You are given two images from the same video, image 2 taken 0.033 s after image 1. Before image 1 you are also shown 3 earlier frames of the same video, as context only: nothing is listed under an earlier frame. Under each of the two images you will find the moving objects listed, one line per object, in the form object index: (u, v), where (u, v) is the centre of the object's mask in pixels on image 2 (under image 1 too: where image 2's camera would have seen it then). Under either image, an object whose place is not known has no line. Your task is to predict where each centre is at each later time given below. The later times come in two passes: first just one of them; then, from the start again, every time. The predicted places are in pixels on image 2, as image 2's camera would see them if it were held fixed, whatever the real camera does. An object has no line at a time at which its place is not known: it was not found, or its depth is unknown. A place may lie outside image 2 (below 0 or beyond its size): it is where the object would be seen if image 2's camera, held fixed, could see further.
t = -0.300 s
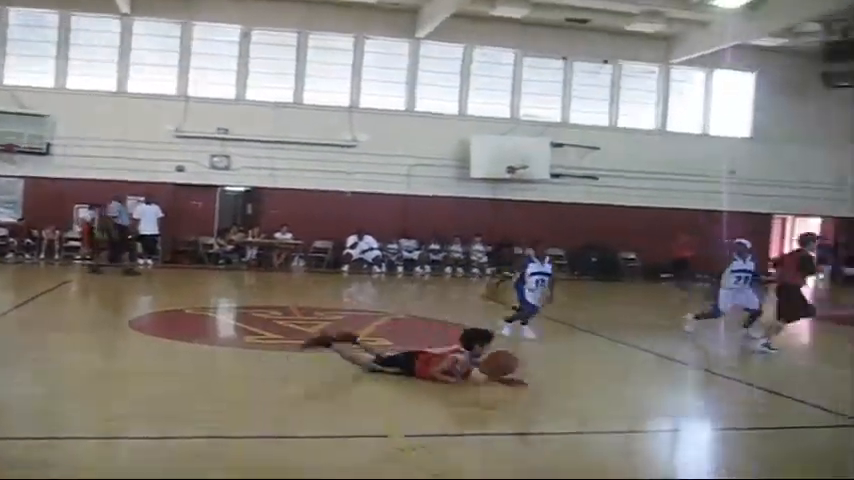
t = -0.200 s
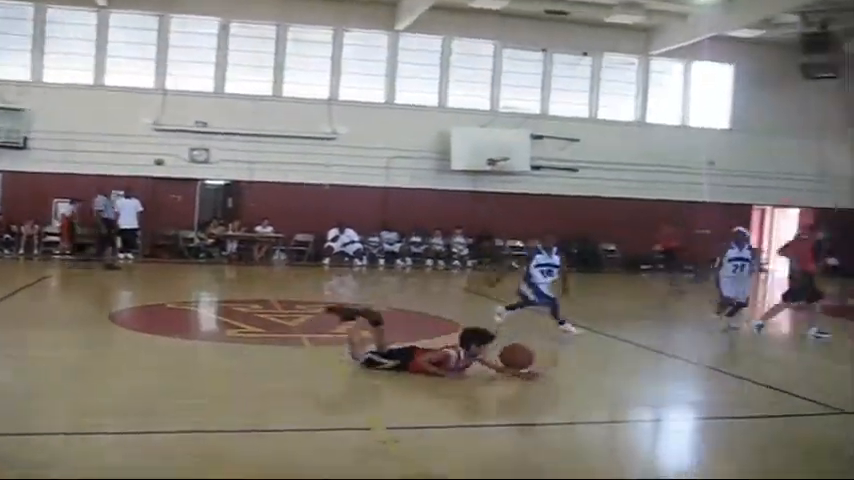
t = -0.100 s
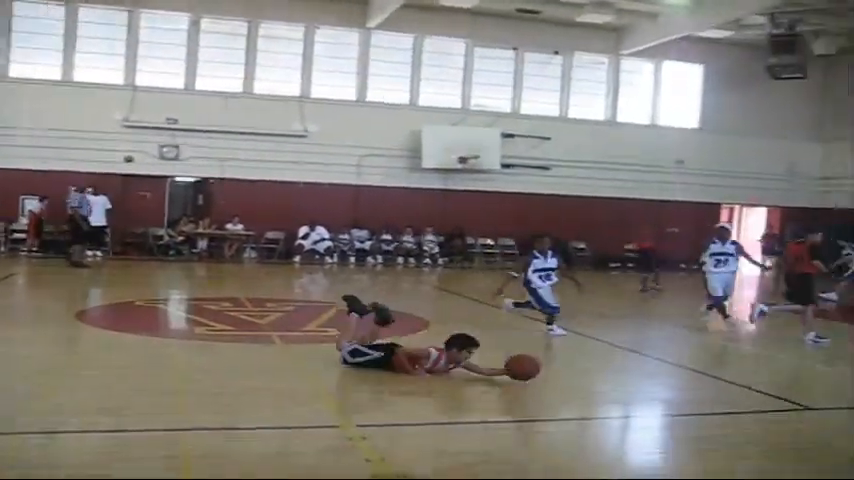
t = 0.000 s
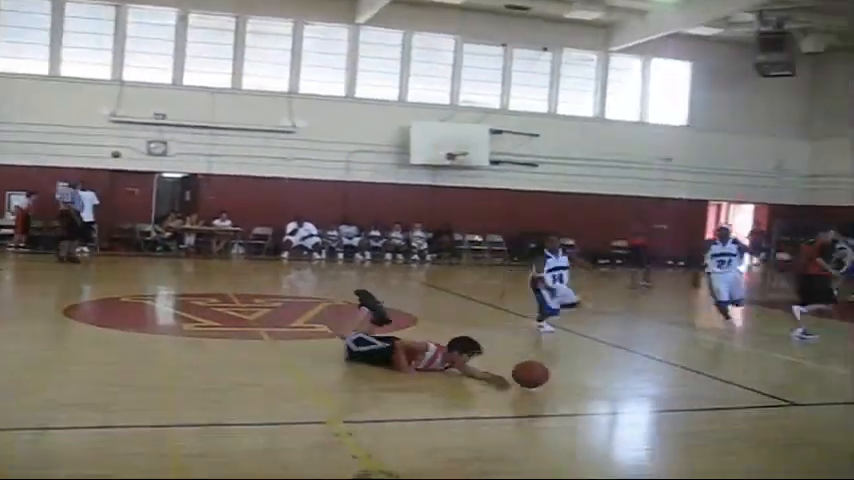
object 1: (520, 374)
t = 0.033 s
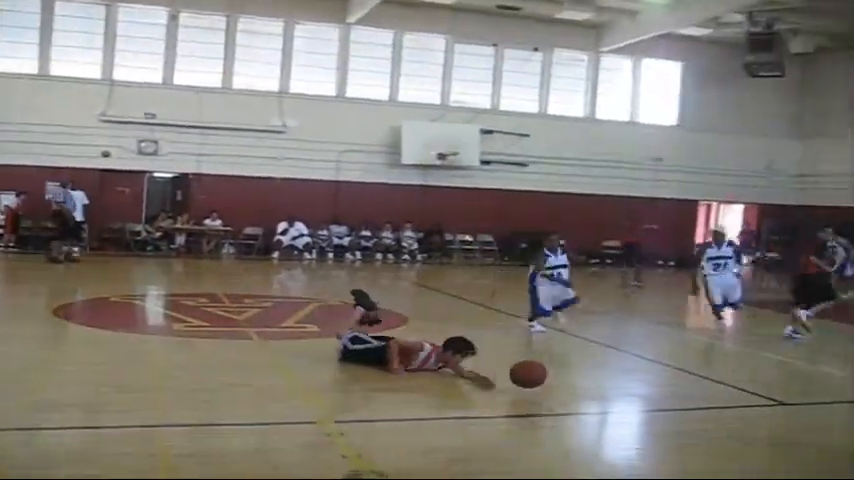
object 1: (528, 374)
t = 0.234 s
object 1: (573, 398)
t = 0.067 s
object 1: (535, 375)
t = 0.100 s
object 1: (542, 378)
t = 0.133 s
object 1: (550, 382)
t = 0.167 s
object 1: (557, 387)
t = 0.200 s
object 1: (565, 394)
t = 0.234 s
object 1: (573, 398)
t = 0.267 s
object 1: (581, 397)
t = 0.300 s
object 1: (590, 397)
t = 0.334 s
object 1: (598, 399)
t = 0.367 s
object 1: (607, 402)
